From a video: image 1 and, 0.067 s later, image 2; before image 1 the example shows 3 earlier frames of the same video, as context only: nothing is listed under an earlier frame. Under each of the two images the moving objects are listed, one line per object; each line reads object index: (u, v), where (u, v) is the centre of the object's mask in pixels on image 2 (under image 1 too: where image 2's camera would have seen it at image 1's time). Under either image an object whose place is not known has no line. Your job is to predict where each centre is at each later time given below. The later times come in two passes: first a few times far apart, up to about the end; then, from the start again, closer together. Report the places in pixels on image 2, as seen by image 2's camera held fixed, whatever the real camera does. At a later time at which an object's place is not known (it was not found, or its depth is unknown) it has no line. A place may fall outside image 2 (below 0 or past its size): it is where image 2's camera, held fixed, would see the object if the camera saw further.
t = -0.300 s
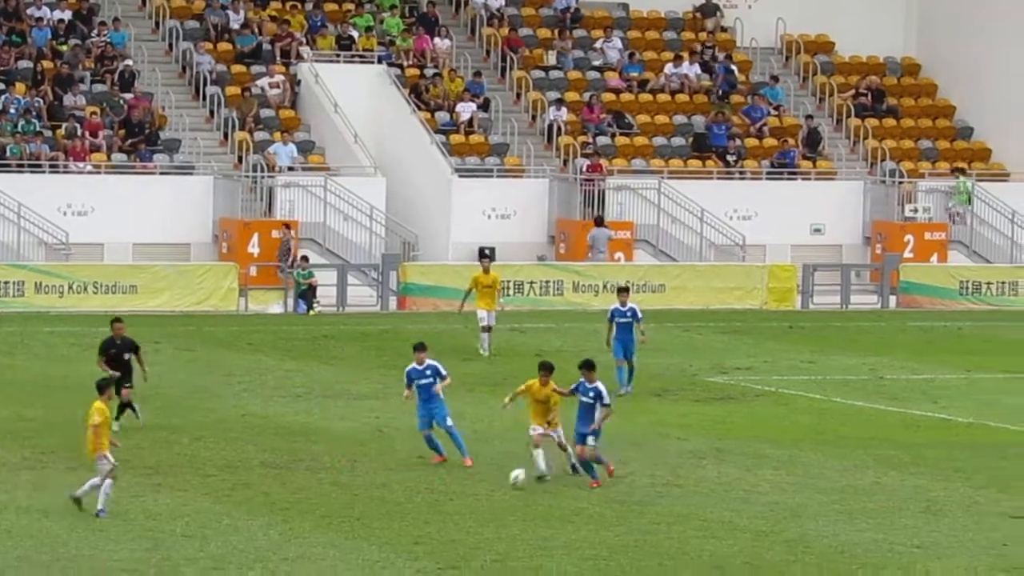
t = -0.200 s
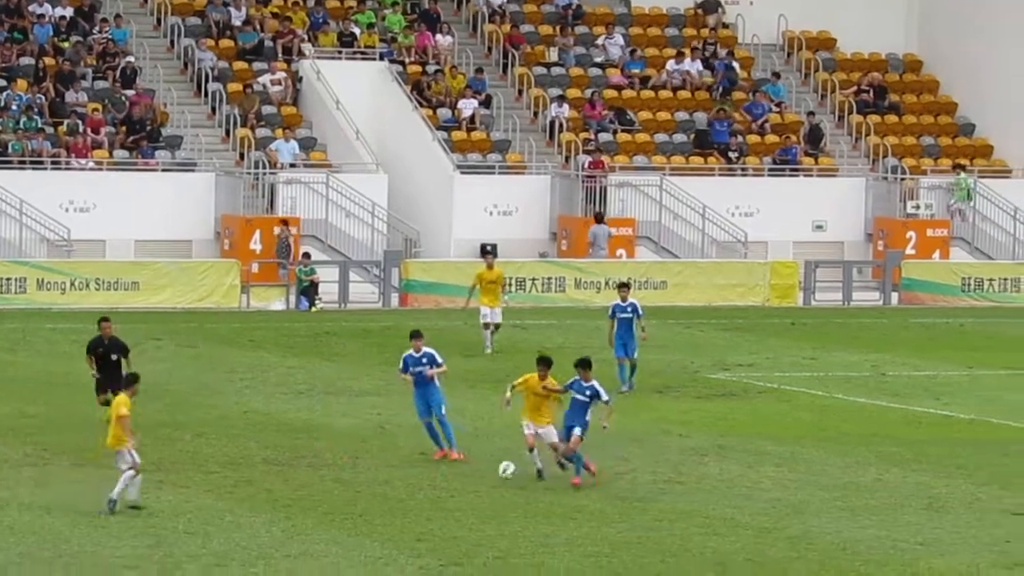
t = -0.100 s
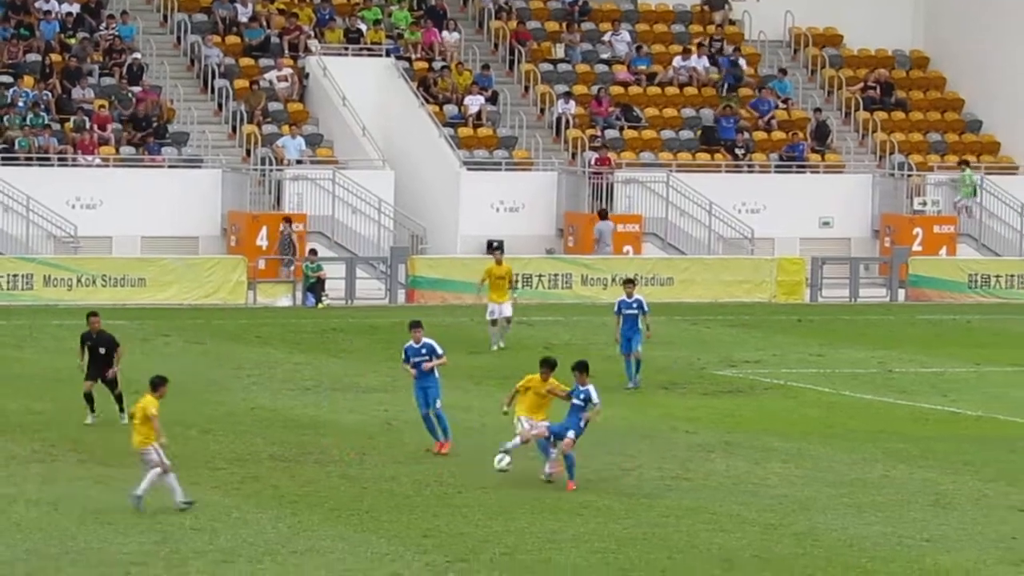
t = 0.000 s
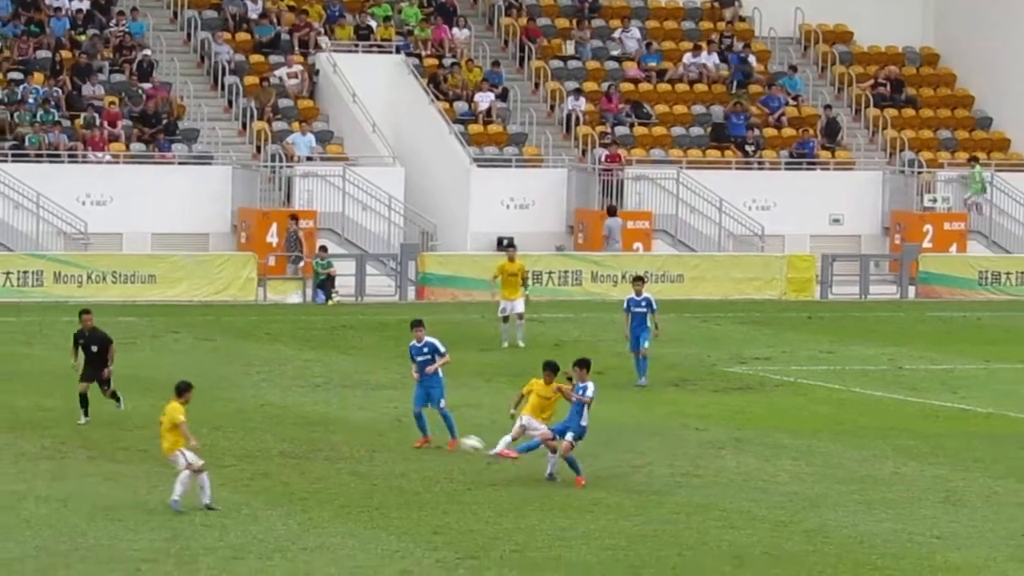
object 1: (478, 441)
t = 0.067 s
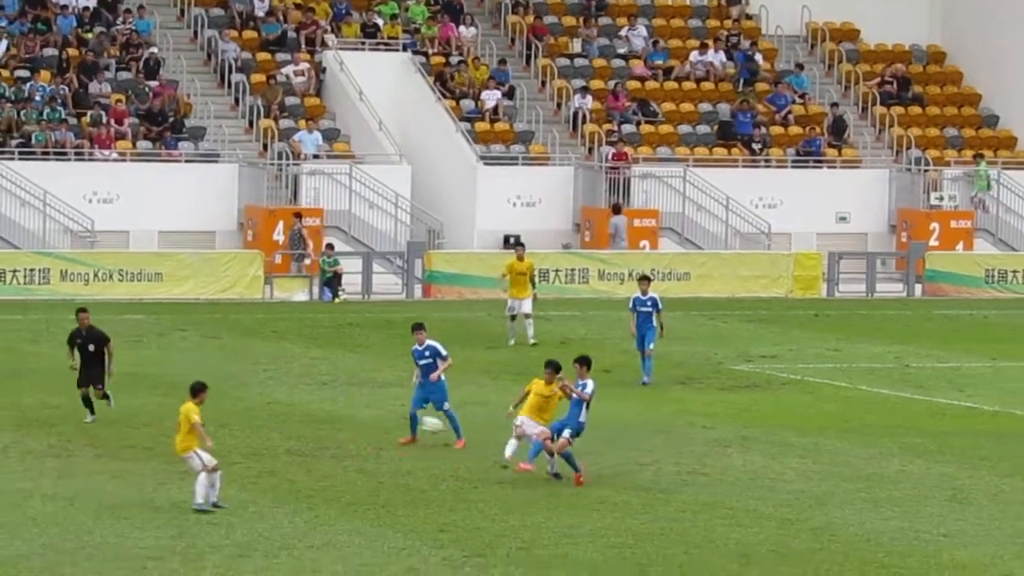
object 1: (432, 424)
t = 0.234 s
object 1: (313, 398)
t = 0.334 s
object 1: (245, 392)
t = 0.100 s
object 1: (407, 417)
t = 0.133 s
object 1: (384, 410)
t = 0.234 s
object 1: (313, 398)
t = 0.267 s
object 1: (291, 395)
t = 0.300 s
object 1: (267, 394)
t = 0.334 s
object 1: (245, 392)
